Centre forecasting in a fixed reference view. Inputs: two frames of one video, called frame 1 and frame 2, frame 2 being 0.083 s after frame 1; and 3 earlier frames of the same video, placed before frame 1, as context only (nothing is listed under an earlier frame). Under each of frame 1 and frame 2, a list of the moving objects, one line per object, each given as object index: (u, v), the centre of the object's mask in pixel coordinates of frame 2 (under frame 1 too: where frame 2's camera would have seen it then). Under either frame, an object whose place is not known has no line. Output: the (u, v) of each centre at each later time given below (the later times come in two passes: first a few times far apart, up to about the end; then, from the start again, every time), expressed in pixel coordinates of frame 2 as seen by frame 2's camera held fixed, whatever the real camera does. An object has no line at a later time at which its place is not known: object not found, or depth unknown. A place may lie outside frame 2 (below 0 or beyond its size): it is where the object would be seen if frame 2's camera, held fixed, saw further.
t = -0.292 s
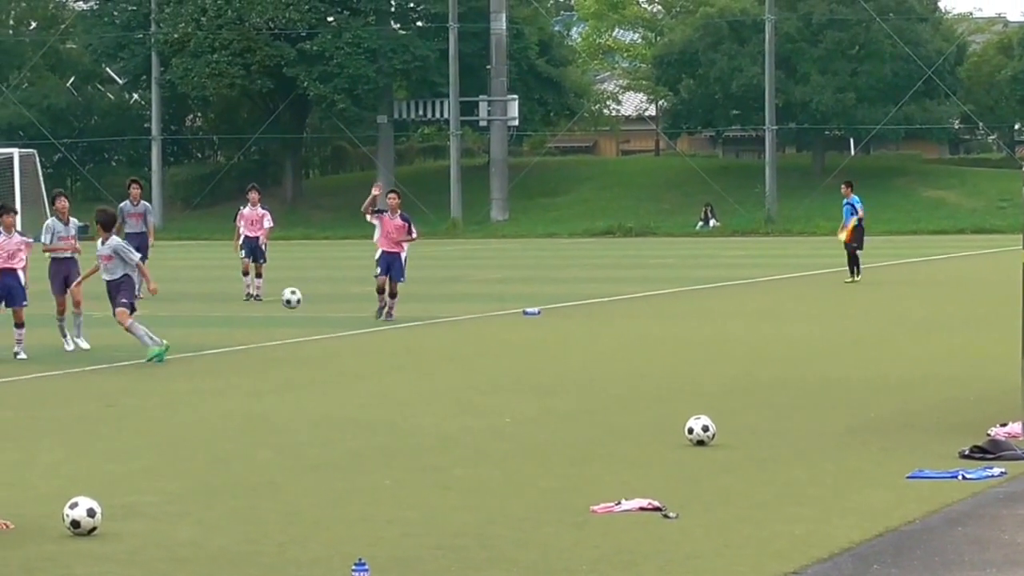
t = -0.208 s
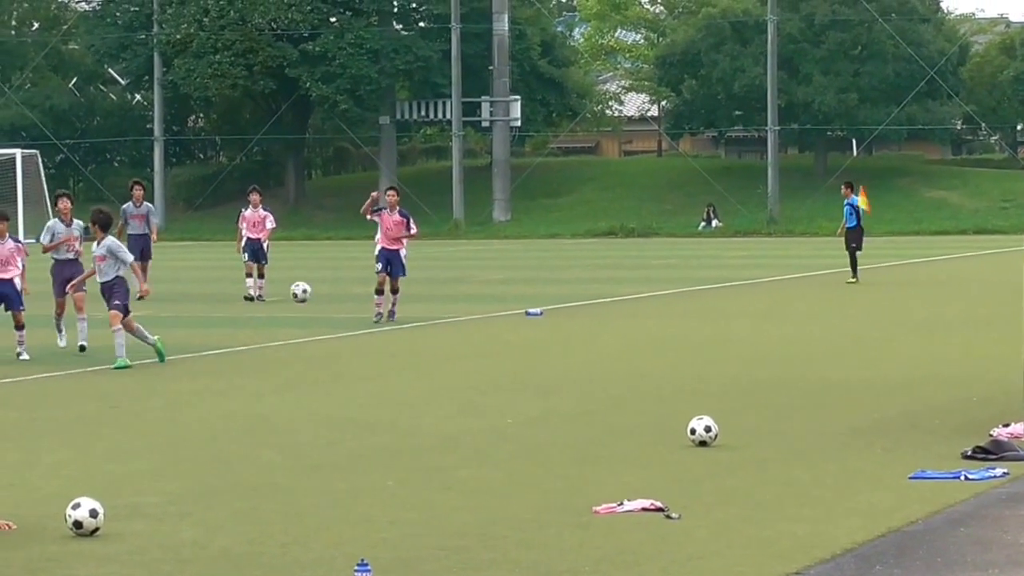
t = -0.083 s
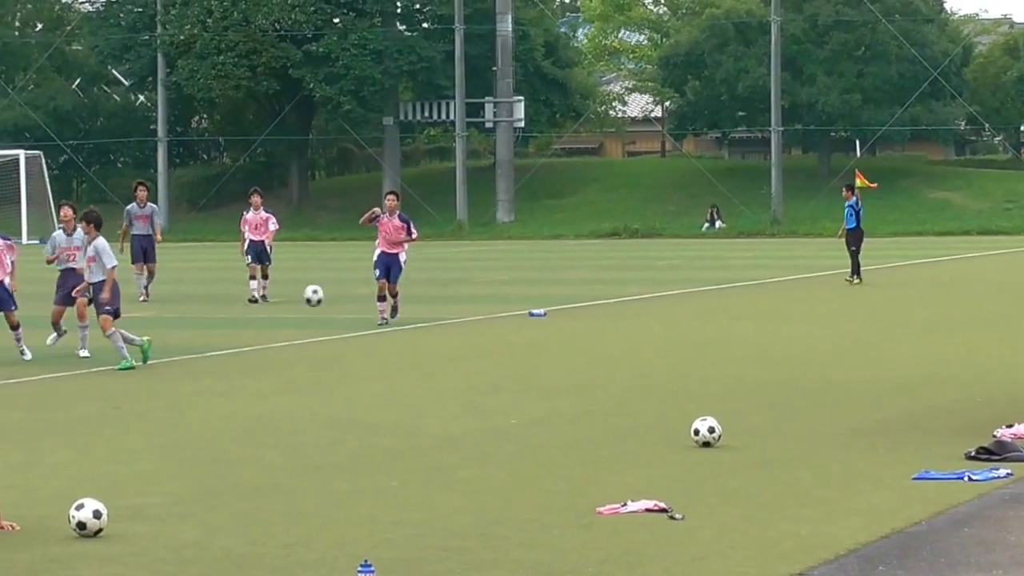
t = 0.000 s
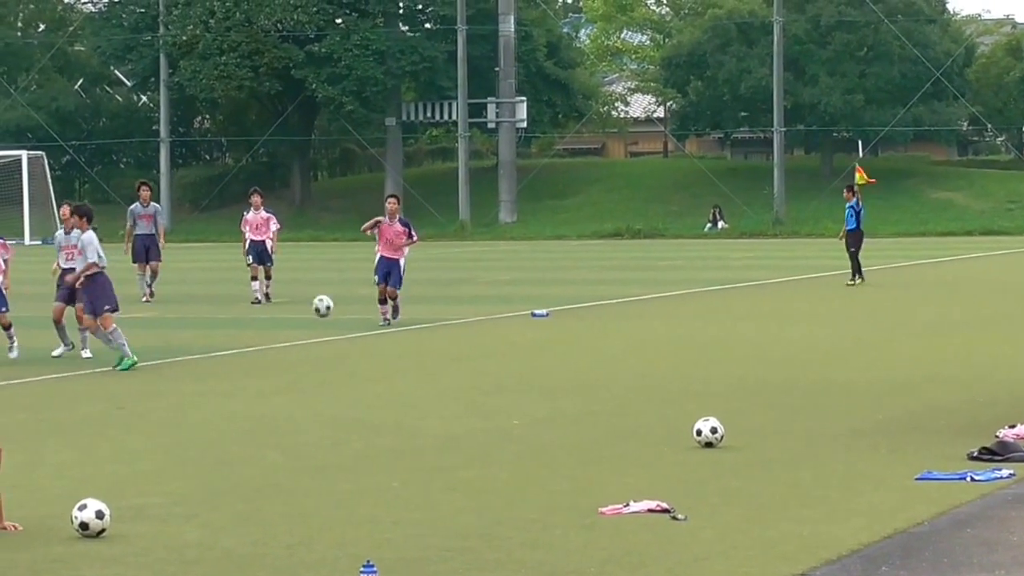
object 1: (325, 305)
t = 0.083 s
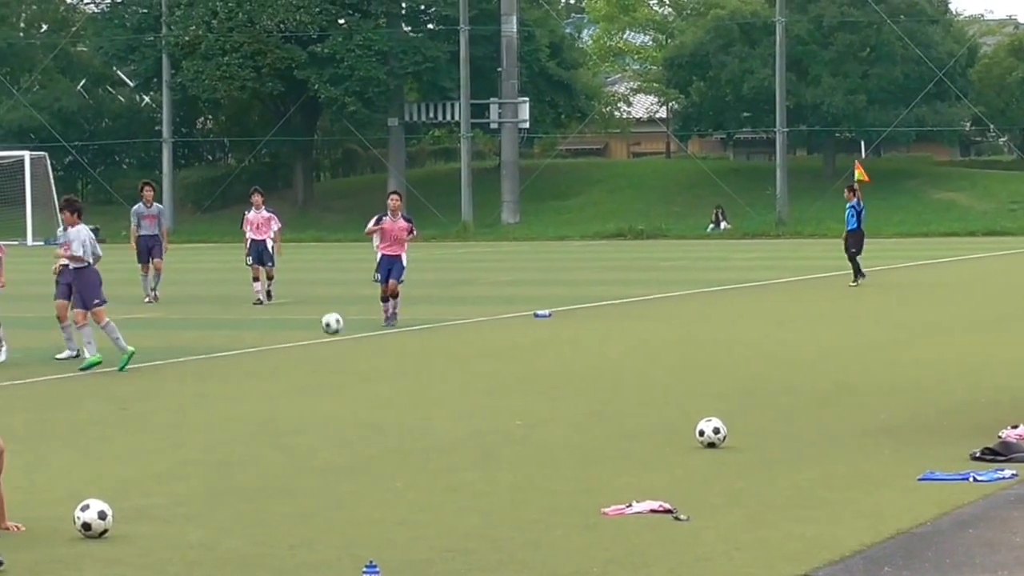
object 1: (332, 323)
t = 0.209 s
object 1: (344, 359)
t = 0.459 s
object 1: (377, 327)
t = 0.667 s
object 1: (405, 345)
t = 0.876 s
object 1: (432, 350)
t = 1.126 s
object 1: (463, 361)
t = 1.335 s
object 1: (489, 362)
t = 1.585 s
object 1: (521, 372)
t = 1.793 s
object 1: (549, 380)
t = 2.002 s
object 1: (574, 384)
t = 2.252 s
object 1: (606, 385)
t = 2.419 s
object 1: (627, 389)
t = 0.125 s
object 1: (336, 336)
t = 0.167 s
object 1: (339, 347)
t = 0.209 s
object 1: (344, 359)
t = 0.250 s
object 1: (348, 352)
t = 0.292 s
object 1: (355, 342)
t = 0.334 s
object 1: (359, 337)
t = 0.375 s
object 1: (366, 331)
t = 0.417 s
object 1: (370, 328)
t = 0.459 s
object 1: (377, 327)
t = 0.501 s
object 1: (382, 327)
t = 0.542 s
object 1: (389, 329)
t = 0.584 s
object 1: (393, 332)
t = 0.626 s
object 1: (400, 339)
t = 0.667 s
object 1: (405, 345)
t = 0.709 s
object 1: (412, 355)
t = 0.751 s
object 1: (416, 364)
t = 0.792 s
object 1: (423, 361)
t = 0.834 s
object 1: (427, 356)
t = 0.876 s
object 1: (432, 350)
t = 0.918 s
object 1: (436, 348)
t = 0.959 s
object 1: (443, 347)
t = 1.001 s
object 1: (446, 347)
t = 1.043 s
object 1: (452, 351)
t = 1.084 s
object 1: (457, 353)
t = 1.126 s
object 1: (463, 361)
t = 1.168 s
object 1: (467, 367)
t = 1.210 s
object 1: (474, 370)
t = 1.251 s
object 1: (478, 367)
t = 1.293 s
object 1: (484, 363)
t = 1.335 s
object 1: (489, 362)
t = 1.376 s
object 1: (495, 363)
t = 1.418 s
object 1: (499, 365)
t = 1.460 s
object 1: (506, 370)
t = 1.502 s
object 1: (510, 375)
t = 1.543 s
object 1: (517, 374)
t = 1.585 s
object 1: (521, 372)
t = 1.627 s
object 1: (527, 370)
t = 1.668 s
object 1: (531, 371)
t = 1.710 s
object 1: (538, 374)
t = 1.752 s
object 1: (542, 378)
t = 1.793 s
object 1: (549, 380)
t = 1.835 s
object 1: (552, 378)
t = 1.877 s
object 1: (559, 376)
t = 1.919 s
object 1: (563, 378)
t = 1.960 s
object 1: (570, 382)
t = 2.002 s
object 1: (574, 384)
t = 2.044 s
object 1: (580, 381)
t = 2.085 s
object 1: (585, 382)
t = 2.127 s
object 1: (591, 383)
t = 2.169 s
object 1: (595, 386)
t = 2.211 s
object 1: (601, 385)
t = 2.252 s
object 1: (606, 385)
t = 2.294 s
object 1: (612, 388)
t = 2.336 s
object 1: (617, 387)
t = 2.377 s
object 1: (623, 389)
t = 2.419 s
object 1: (627, 389)
